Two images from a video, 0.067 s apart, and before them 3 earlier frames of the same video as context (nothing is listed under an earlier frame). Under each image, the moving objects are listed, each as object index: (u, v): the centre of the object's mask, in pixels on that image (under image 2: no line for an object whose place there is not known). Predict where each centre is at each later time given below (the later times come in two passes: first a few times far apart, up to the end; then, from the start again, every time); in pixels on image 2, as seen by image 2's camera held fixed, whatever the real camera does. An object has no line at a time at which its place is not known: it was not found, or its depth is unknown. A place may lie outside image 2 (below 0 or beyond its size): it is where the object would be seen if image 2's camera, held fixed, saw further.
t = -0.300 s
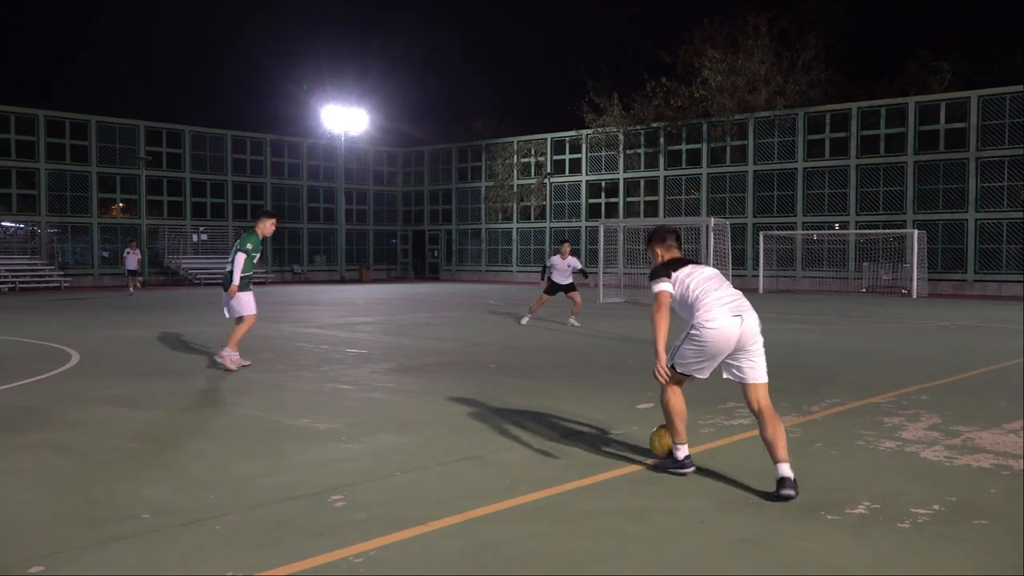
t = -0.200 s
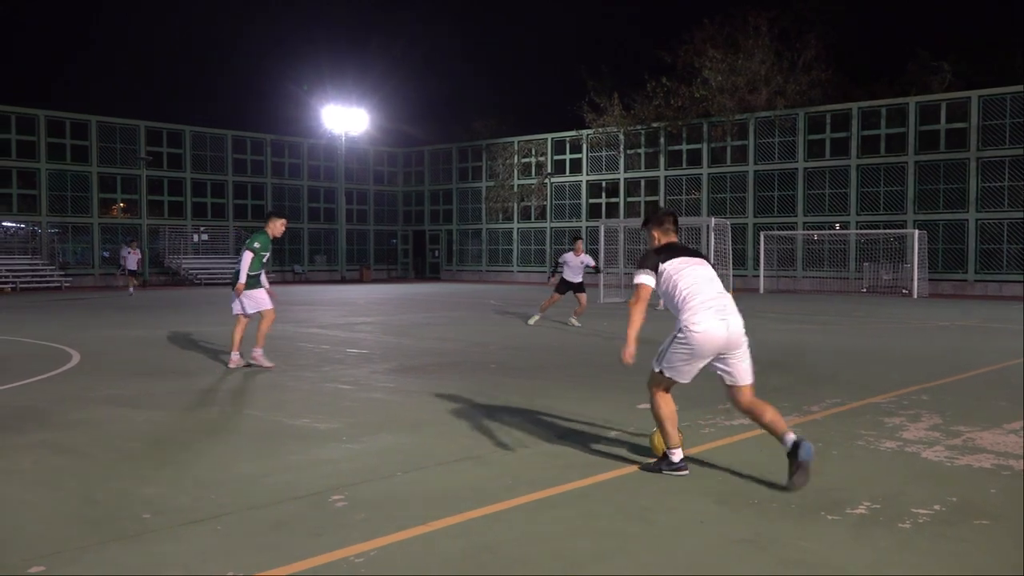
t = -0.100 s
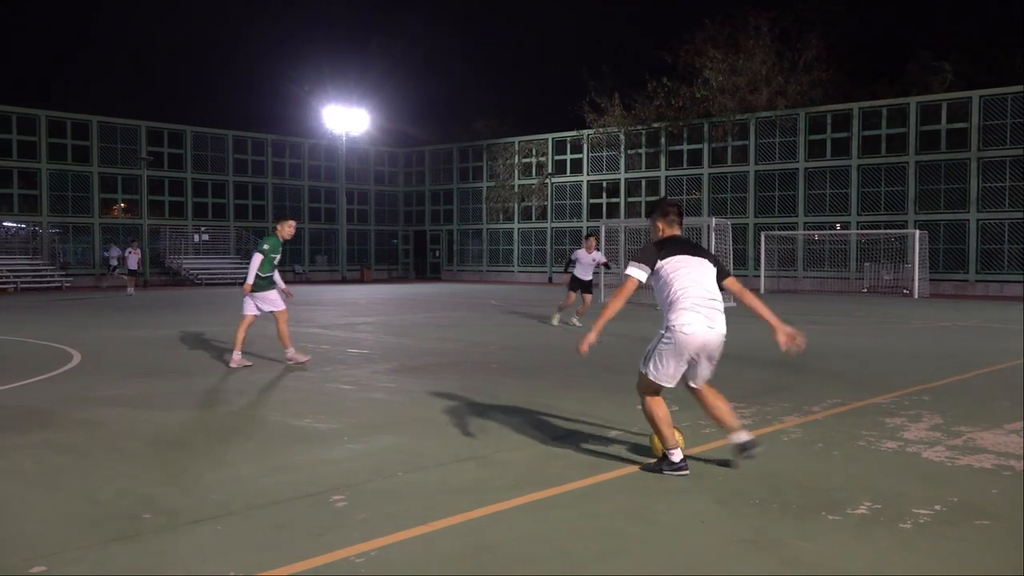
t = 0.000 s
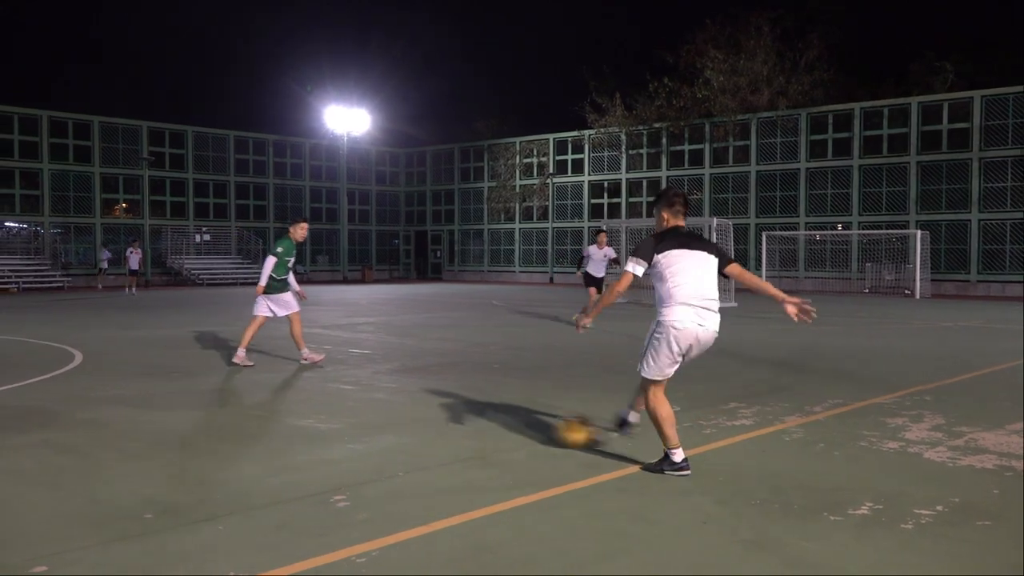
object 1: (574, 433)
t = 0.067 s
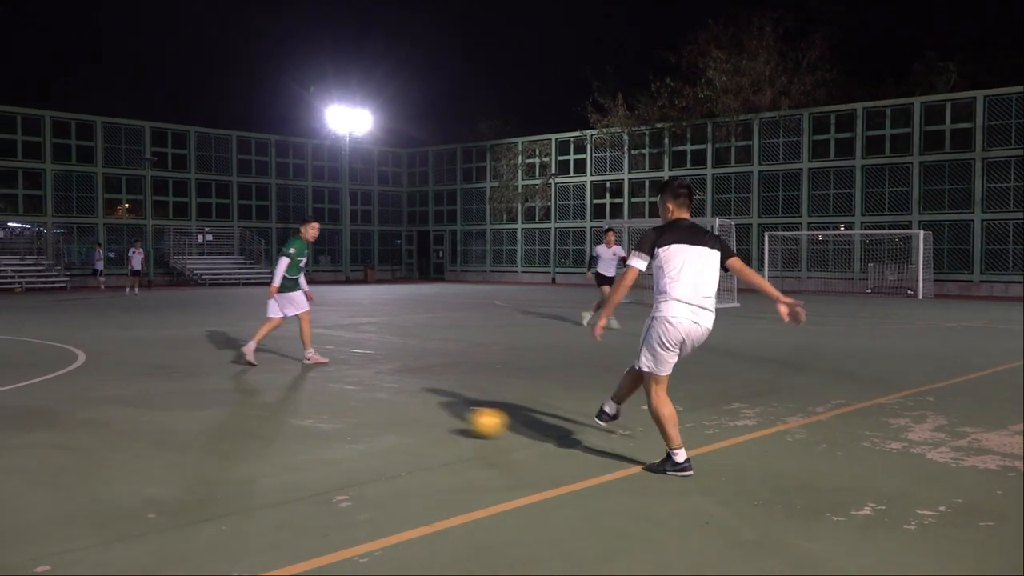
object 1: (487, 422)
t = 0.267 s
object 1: (277, 403)
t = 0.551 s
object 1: (78, 386)
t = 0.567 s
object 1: (69, 385)
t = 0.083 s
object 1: (465, 420)
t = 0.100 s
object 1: (445, 418)
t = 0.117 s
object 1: (425, 417)
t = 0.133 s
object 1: (406, 415)
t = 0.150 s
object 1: (388, 414)
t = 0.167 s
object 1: (370, 412)
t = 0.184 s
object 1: (353, 410)
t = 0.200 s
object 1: (337, 408)
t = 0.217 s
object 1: (322, 406)
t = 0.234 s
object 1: (306, 405)
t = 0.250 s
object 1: (292, 404)
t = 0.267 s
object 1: (277, 403)
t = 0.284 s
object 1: (263, 402)
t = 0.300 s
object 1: (250, 401)
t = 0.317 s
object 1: (236, 400)
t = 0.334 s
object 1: (224, 399)
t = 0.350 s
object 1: (212, 397)
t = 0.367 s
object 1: (201, 396)
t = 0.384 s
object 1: (189, 394)
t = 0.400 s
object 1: (177, 394)
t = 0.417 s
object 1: (166, 393)
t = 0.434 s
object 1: (155, 393)
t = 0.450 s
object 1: (144, 392)
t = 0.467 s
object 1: (133, 391)
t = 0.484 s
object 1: (121, 390)
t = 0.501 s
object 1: (111, 389)
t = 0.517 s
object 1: (99, 389)
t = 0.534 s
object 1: (89, 388)
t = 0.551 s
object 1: (78, 386)
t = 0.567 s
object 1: (69, 385)
